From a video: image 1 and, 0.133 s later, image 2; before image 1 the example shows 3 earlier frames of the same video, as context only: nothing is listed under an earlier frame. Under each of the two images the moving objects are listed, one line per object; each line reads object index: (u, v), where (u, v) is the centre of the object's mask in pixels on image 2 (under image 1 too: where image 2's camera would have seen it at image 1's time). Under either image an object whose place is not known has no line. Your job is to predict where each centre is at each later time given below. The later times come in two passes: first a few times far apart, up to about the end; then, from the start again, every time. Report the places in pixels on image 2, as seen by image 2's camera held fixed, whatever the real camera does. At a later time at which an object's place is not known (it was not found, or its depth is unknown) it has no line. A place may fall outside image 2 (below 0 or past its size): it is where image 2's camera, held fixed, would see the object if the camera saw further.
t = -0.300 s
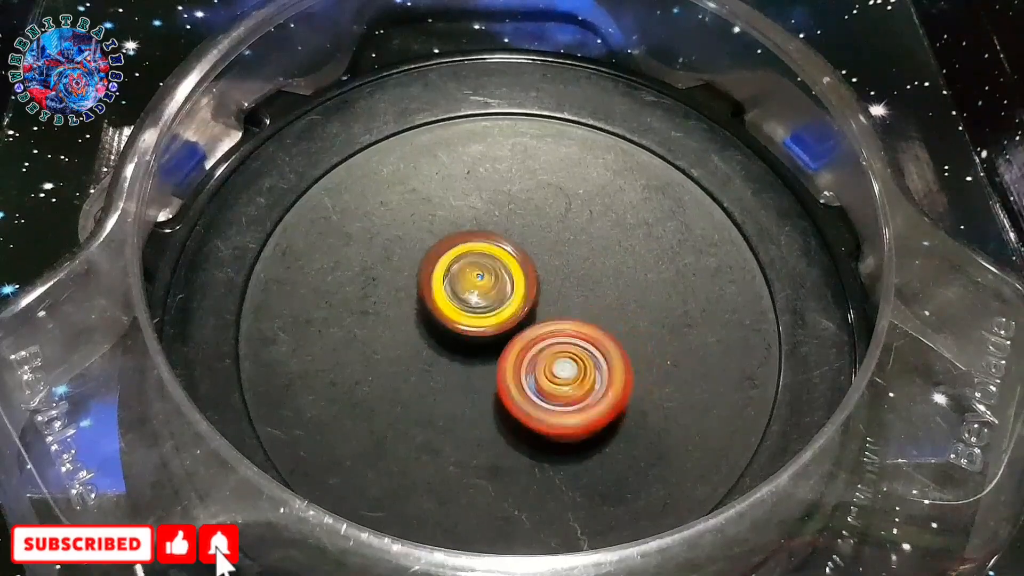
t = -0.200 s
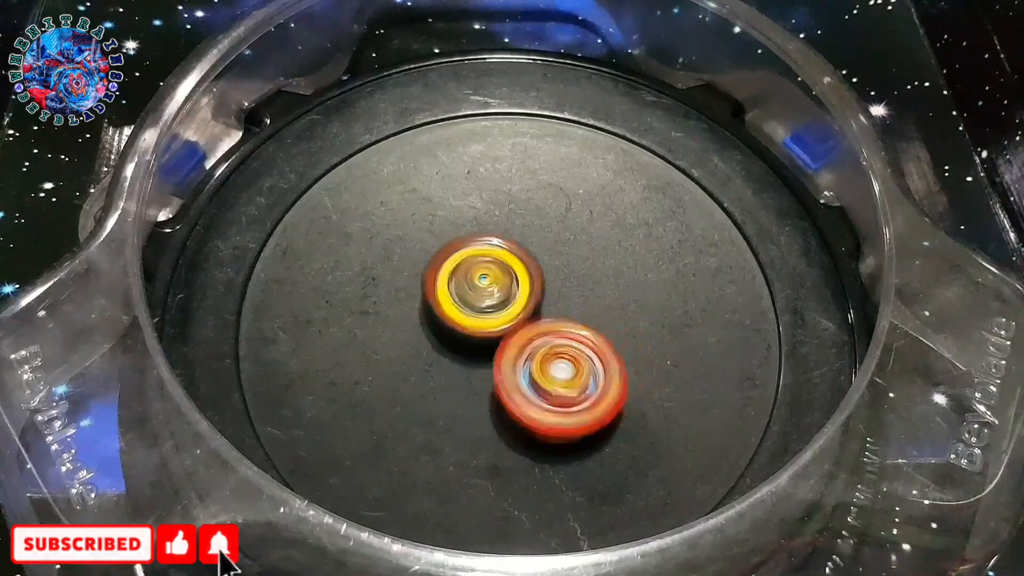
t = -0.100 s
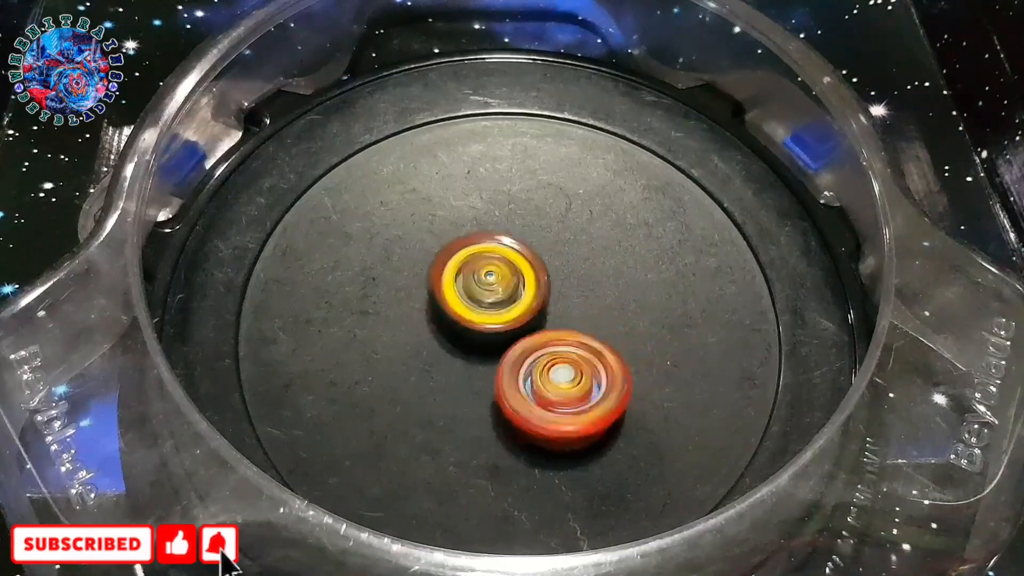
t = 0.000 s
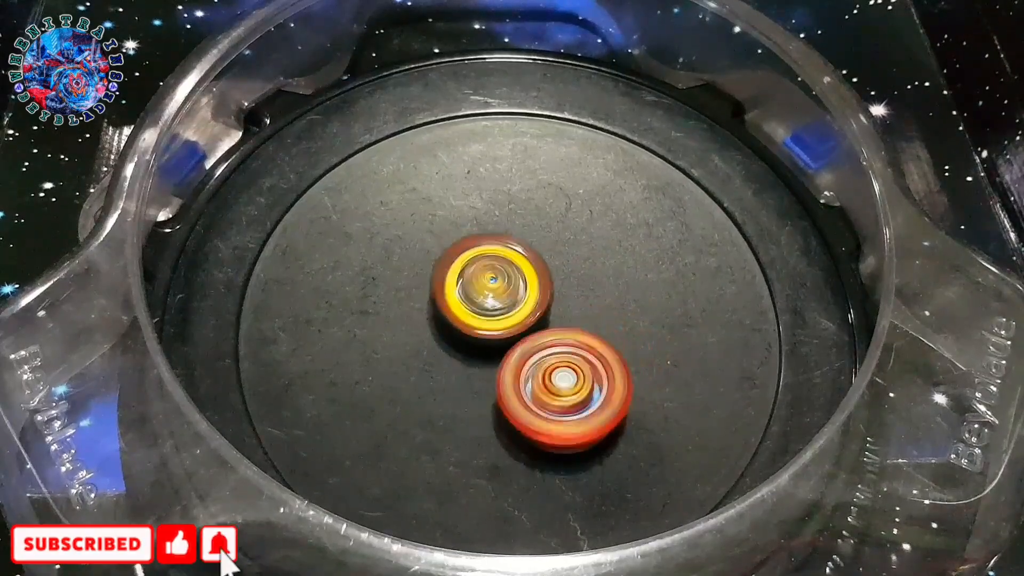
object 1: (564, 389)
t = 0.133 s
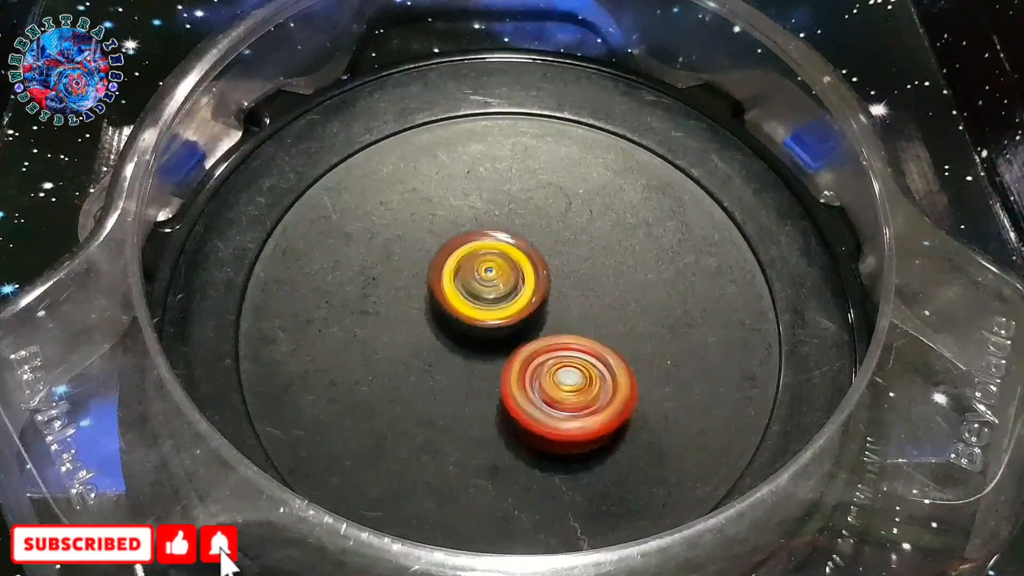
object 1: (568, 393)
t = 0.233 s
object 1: (569, 392)
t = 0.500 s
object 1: (569, 386)
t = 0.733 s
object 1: (555, 386)
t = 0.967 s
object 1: (543, 379)
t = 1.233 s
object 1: (560, 386)
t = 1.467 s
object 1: (563, 365)
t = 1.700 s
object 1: (563, 357)
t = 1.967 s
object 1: (559, 350)
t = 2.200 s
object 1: (563, 351)
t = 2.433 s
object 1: (558, 355)
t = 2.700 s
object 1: (554, 386)
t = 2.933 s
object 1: (528, 417)
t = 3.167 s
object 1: (502, 420)
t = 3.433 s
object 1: (479, 396)
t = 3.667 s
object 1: (483, 381)
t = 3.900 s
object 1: (479, 387)
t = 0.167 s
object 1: (567, 393)
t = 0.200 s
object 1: (568, 394)
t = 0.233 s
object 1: (569, 392)
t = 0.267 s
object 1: (567, 390)
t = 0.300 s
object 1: (566, 387)
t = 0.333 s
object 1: (573, 391)
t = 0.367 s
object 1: (573, 390)
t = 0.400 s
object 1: (572, 390)
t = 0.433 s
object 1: (571, 391)
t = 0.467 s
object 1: (572, 389)
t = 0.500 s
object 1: (569, 386)
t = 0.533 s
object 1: (561, 383)
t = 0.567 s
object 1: (556, 380)
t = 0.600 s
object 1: (550, 376)
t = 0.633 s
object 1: (555, 380)
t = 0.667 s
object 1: (561, 384)
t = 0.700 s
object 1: (556, 384)
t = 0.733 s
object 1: (555, 386)
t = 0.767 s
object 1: (556, 387)
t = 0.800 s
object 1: (556, 387)
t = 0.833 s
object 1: (555, 385)
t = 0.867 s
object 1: (550, 385)
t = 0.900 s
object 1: (544, 379)
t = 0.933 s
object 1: (539, 375)
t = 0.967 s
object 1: (543, 379)
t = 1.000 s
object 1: (546, 382)
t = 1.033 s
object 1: (546, 384)
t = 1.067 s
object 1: (544, 383)
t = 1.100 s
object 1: (546, 383)
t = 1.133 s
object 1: (546, 382)
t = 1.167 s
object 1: (550, 382)
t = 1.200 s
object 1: (555, 382)
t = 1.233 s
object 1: (560, 386)
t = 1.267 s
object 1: (563, 384)
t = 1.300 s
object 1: (561, 382)
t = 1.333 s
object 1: (560, 380)
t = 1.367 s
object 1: (560, 378)
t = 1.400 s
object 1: (560, 374)
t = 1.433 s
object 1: (562, 369)
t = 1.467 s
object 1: (563, 365)
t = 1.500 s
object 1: (568, 367)
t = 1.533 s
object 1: (579, 373)
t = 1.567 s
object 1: (584, 373)
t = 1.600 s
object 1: (576, 366)
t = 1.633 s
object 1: (572, 363)
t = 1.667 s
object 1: (567, 360)
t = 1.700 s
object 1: (563, 357)
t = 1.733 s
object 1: (559, 354)
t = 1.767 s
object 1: (554, 353)
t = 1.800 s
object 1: (546, 348)
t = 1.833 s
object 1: (546, 347)
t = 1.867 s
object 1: (548, 350)
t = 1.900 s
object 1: (554, 352)
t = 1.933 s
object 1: (555, 350)
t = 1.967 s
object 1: (559, 350)
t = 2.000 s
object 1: (560, 350)
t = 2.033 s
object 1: (564, 354)
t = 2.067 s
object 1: (567, 354)
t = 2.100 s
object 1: (570, 355)
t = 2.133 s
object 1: (570, 353)
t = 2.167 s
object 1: (566, 352)
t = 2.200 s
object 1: (563, 351)
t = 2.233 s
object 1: (558, 351)
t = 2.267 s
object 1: (553, 347)
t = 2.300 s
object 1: (548, 346)
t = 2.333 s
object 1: (555, 347)
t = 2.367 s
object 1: (557, 350)
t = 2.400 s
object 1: (557, 353)
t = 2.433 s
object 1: (558, 355)
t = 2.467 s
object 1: (555, 353)
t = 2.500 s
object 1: (552, 354)
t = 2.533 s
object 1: (550, 355)
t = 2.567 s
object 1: (551, 356)
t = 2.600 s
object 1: (550, 359)
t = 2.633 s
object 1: (552, 364)
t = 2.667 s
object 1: (553, 371)
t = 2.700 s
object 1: (554, 386)
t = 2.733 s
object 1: (554, 396)
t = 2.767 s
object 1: (554, 402)
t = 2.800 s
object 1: (551, 408)
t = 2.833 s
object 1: (547, 411)
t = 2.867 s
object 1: (537, 416)
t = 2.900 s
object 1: (533, 417)
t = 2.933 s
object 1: (528, 417)
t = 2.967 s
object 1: (524, 417)
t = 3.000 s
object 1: (519, 416)
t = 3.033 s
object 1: (512, 417)
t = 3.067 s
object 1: (507, 421)
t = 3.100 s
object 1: (505, 421)
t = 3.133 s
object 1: (504, 420)
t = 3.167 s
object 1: (502, 420)
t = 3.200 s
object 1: (501, 419)
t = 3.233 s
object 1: (496, 418)
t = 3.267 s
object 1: (493, 417)
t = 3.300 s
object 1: (488, 415)
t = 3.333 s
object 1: (481, 414)
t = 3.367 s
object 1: (478, 412)
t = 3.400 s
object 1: (478, 401)
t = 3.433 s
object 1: (479, 396)
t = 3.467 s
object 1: (479, 392)
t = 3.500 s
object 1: (480, 389)
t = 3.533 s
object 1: (483, 384)
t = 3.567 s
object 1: (484, 381)
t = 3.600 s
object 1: (485, 379)
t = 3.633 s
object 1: (483, 380)
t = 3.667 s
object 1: (483, 381)
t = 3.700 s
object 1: (481, 383)
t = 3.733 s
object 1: (480, 387)
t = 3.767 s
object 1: (480, 388)
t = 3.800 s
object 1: (480, 388)
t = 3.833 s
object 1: (479, 387)
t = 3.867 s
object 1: (479, 387)
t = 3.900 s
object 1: (479, 387)
